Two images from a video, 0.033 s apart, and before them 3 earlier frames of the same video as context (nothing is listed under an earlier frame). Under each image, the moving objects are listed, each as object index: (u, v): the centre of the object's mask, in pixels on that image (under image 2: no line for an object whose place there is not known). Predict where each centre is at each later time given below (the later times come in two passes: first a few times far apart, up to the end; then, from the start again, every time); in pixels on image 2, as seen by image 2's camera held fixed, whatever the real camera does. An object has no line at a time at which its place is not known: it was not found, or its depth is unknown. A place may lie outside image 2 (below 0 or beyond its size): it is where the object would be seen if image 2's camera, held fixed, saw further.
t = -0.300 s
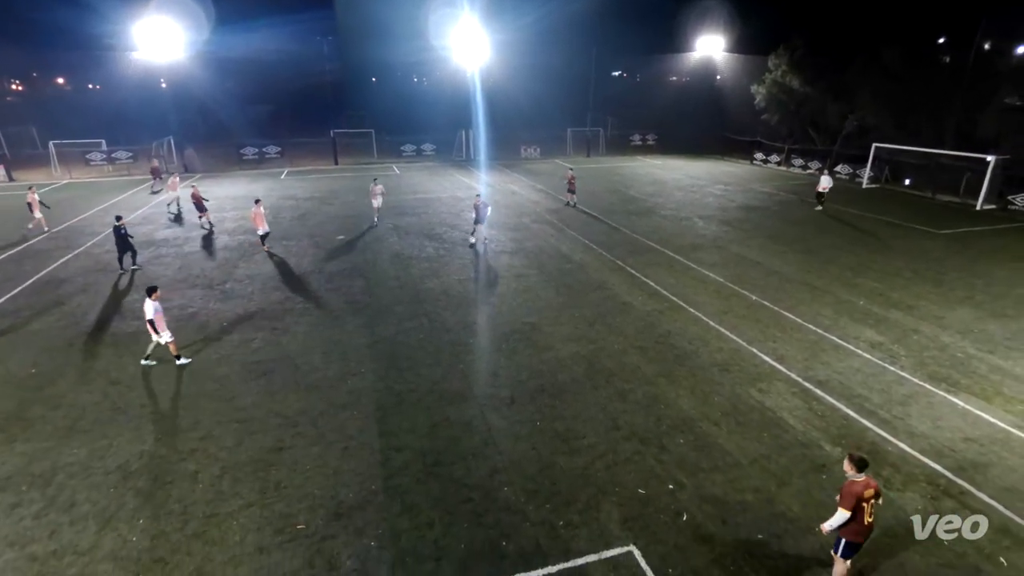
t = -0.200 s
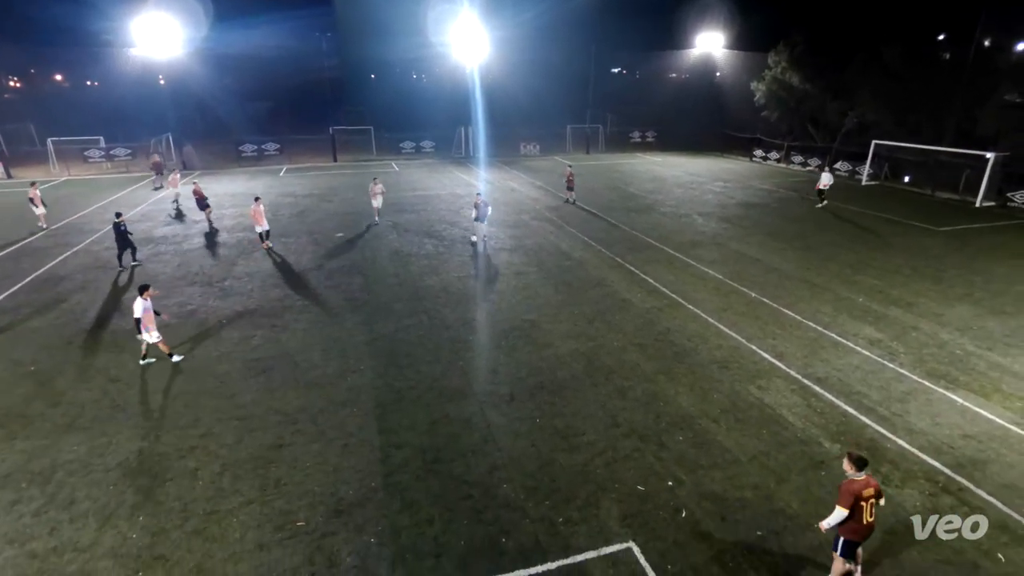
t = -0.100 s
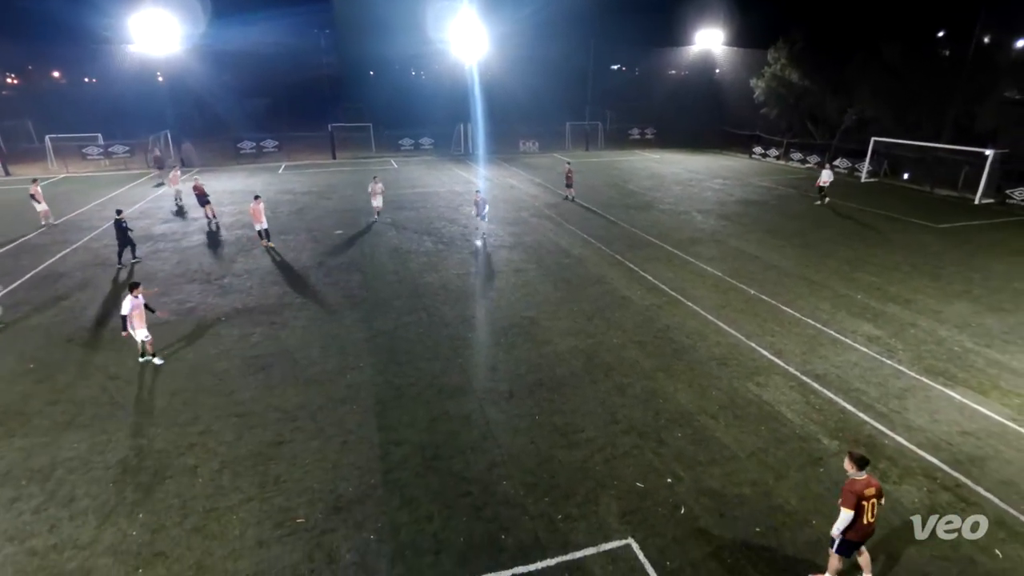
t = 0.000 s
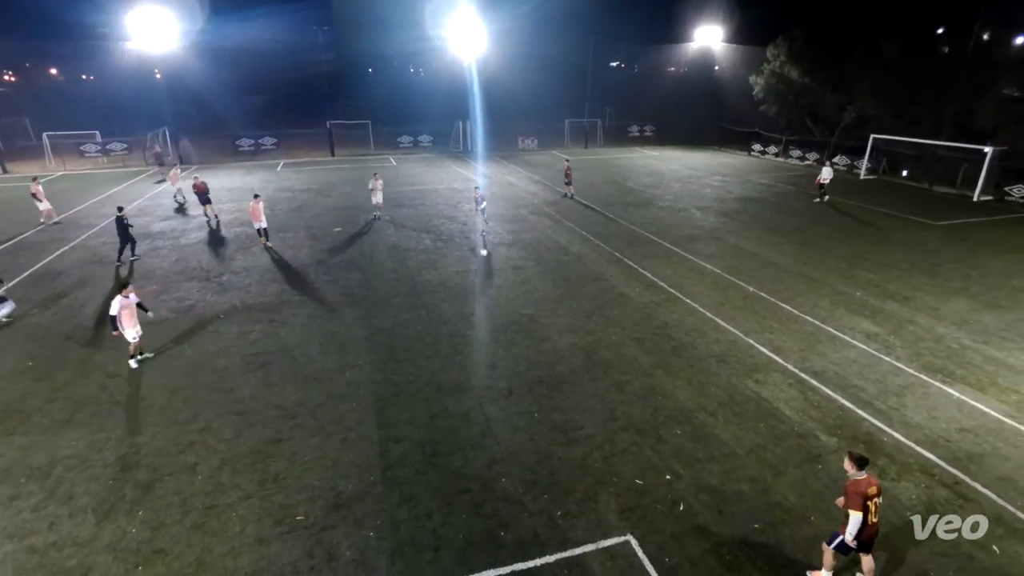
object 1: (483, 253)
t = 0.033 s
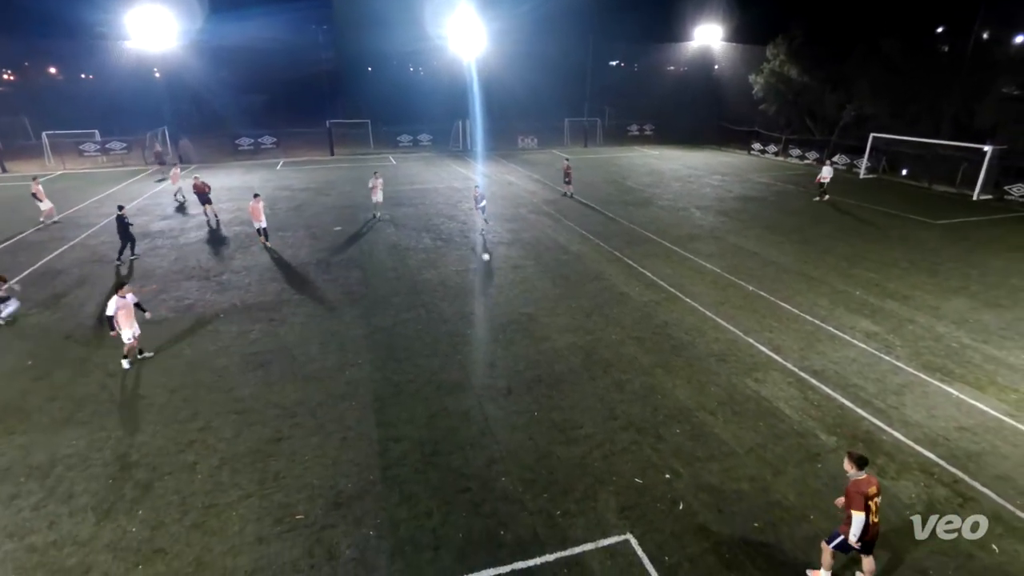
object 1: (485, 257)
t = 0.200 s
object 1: (498, 279)
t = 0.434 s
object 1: (520, 315)
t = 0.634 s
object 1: (544, 351)
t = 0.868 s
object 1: (575, 398)
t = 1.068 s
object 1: (610, 448)
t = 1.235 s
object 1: (647, 502)
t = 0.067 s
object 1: (488, 261)
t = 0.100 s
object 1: (490, 265)
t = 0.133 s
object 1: (493, 269)
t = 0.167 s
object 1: (495, 273)
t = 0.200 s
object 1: (498, 279)
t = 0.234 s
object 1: (501, 284)
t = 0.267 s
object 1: (504, 288)
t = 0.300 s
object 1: (507, 293)
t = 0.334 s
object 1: (510, 298)
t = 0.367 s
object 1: (513, 304)
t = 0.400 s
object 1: (517, 310)
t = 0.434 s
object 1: (520, 315)
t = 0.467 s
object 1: (524, 320)
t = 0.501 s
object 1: (528, 326)
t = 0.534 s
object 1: (532, 333)
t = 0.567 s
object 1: (536, 338)
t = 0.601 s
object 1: (540, 344)
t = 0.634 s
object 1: (544, 351)
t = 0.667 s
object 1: (548, 357)
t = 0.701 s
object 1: (552, 363)
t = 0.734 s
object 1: (557, 370)
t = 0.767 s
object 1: (561, 377)
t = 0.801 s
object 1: (566, 384)
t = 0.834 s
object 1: (571, 391)
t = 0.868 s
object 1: (575, 398)
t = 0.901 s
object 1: (581, 406)
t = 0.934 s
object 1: (586, 414)
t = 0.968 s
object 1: (592, 421)
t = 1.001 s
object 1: (597, 429)
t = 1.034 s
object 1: (604, 439)
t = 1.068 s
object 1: (610, 448)
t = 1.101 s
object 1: (617, 459)
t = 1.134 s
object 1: (624, 470)
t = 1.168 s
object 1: (631, 479)
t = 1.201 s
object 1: (639, 490)
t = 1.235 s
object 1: (647, 502)
